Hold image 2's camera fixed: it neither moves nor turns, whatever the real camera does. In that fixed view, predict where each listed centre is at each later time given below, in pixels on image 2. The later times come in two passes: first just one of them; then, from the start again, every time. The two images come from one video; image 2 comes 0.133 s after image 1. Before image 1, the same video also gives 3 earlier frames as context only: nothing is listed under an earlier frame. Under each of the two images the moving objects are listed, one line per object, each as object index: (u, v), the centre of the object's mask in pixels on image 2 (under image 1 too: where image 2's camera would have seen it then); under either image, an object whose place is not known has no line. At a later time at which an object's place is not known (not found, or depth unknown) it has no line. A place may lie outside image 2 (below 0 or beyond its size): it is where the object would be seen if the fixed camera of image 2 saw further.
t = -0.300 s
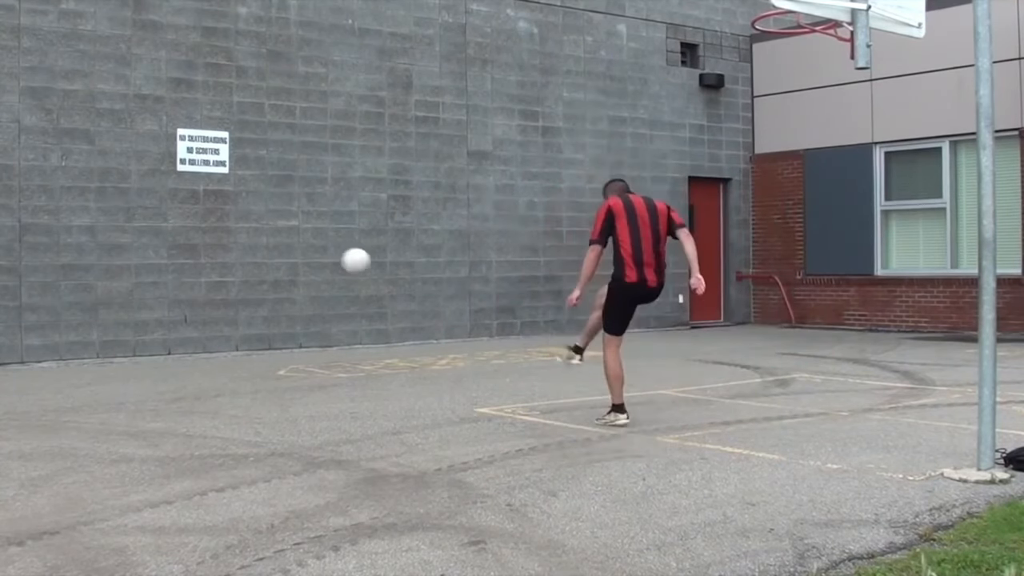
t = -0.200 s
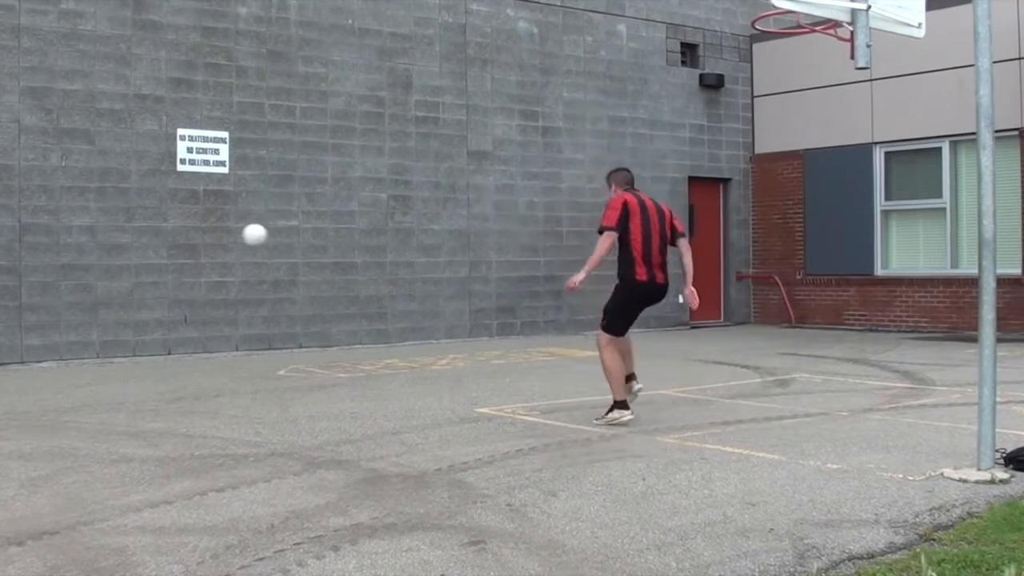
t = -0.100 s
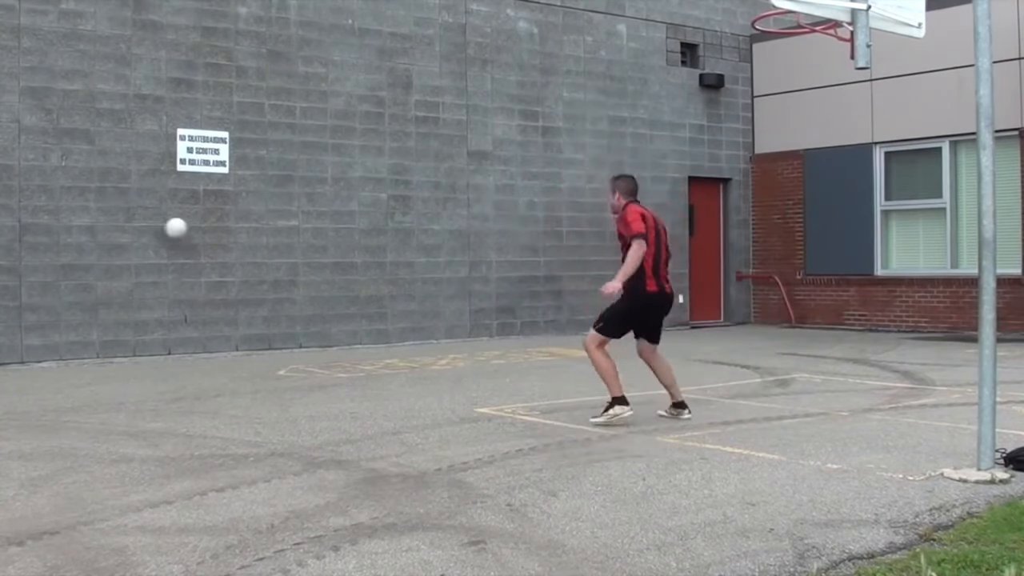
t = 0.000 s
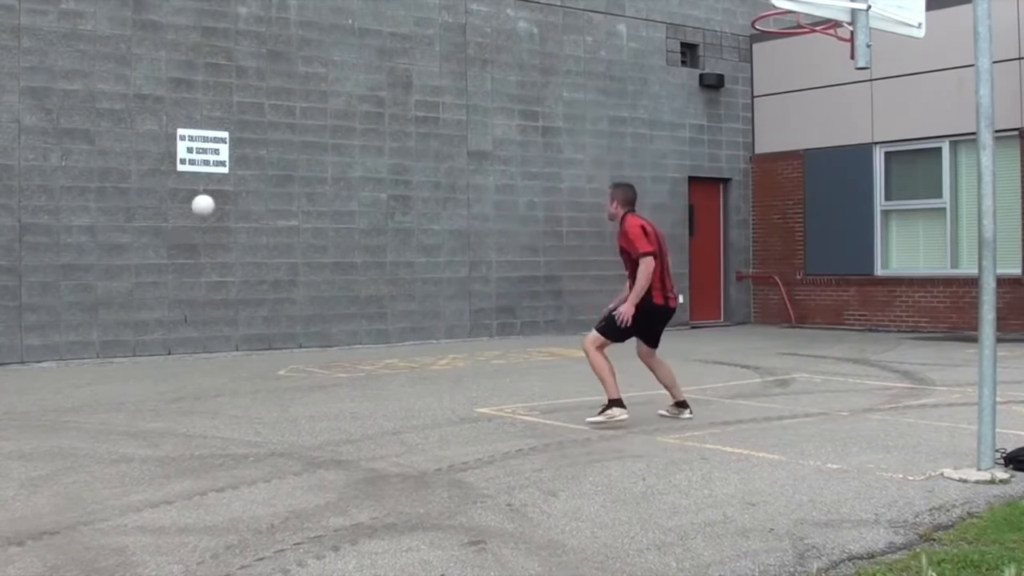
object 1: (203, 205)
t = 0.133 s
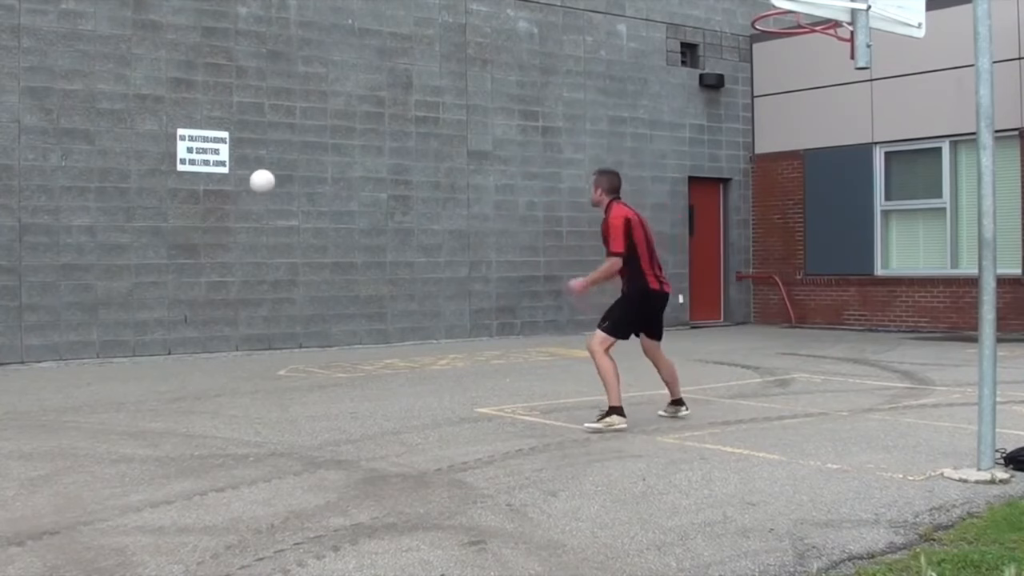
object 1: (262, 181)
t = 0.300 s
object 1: (357, 173)
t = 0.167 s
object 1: (278, 177)
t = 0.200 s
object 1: (296, 174)
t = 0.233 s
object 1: (315, 173)
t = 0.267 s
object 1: (335, 173)
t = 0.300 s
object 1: (357, 173)
